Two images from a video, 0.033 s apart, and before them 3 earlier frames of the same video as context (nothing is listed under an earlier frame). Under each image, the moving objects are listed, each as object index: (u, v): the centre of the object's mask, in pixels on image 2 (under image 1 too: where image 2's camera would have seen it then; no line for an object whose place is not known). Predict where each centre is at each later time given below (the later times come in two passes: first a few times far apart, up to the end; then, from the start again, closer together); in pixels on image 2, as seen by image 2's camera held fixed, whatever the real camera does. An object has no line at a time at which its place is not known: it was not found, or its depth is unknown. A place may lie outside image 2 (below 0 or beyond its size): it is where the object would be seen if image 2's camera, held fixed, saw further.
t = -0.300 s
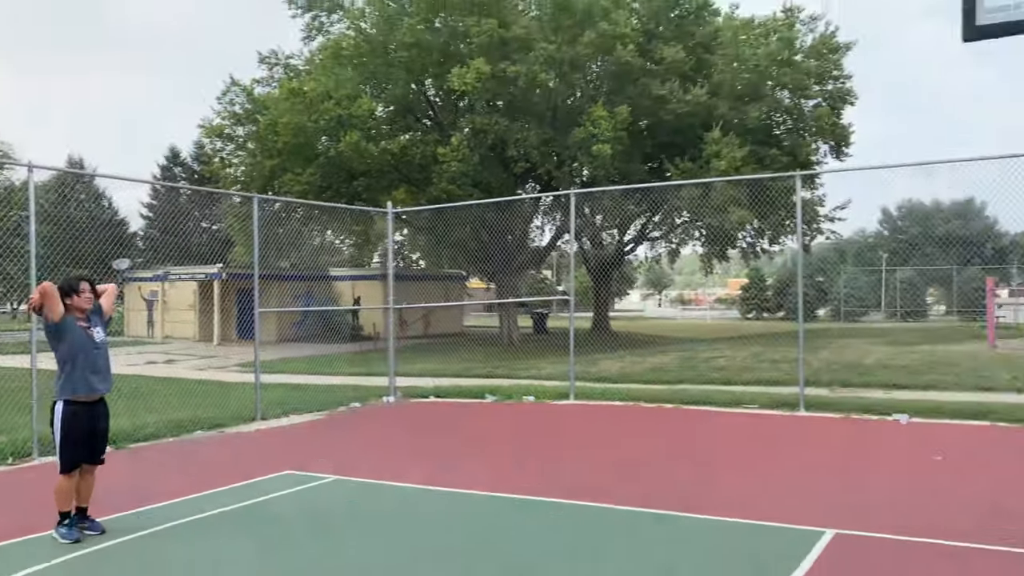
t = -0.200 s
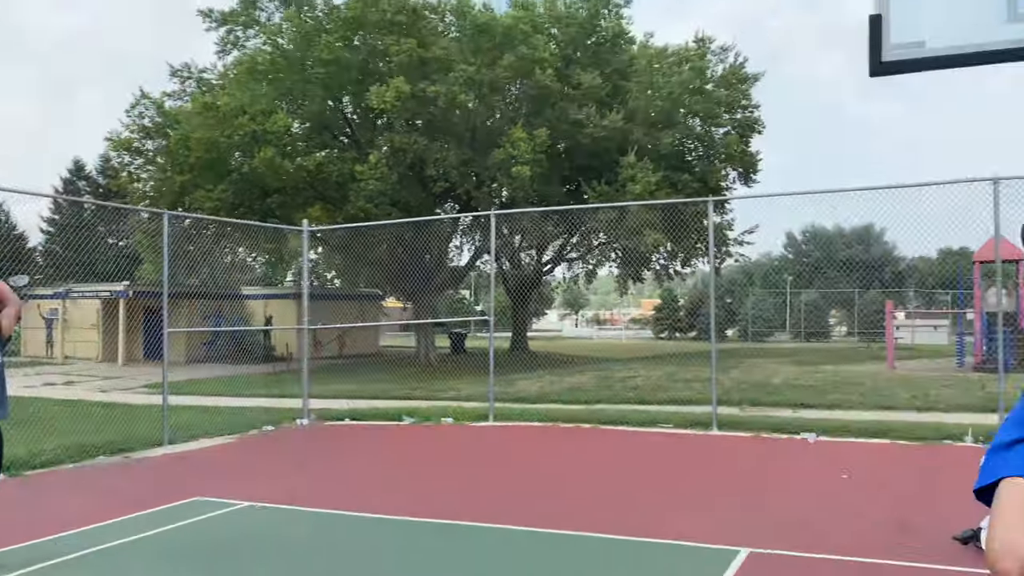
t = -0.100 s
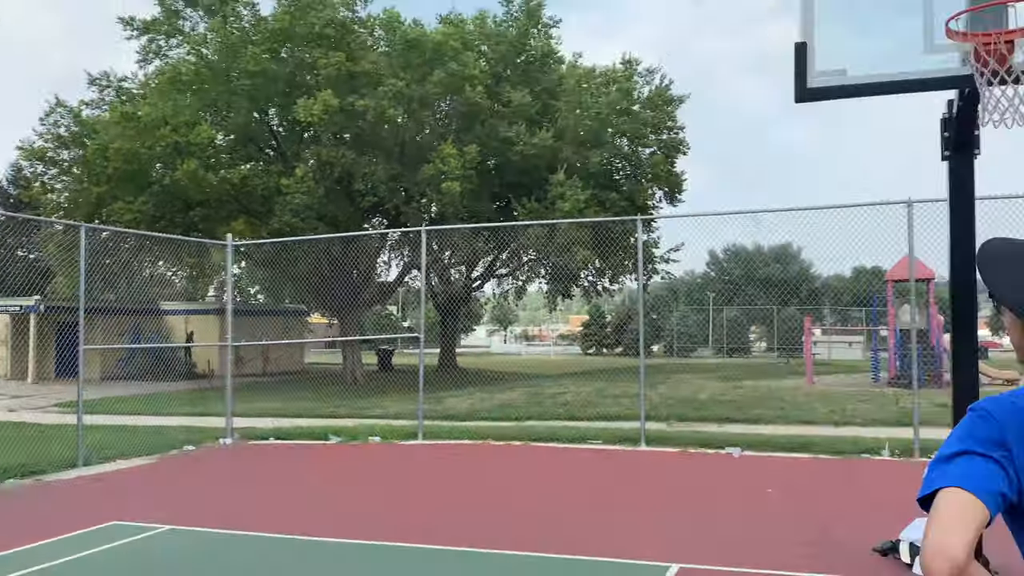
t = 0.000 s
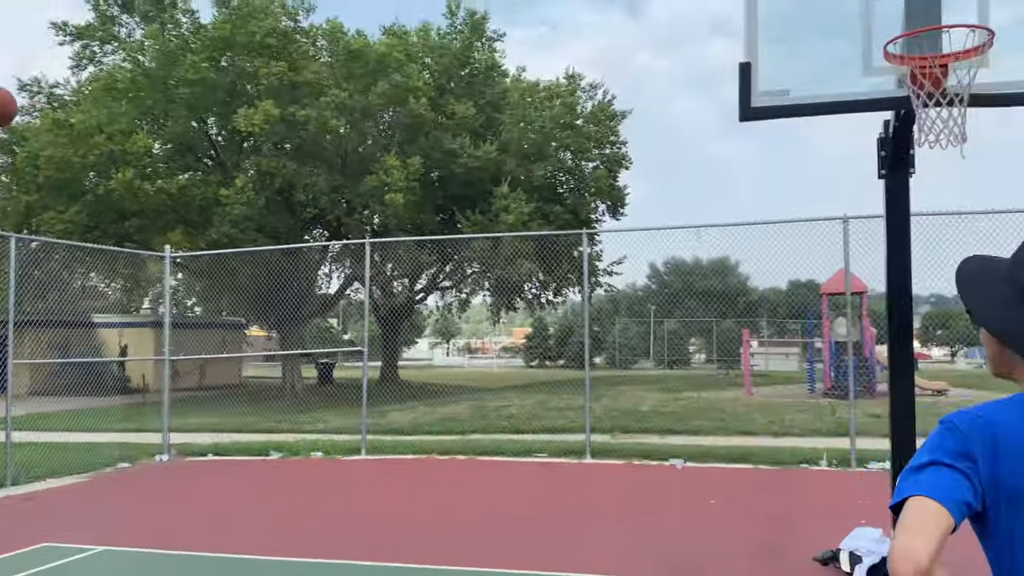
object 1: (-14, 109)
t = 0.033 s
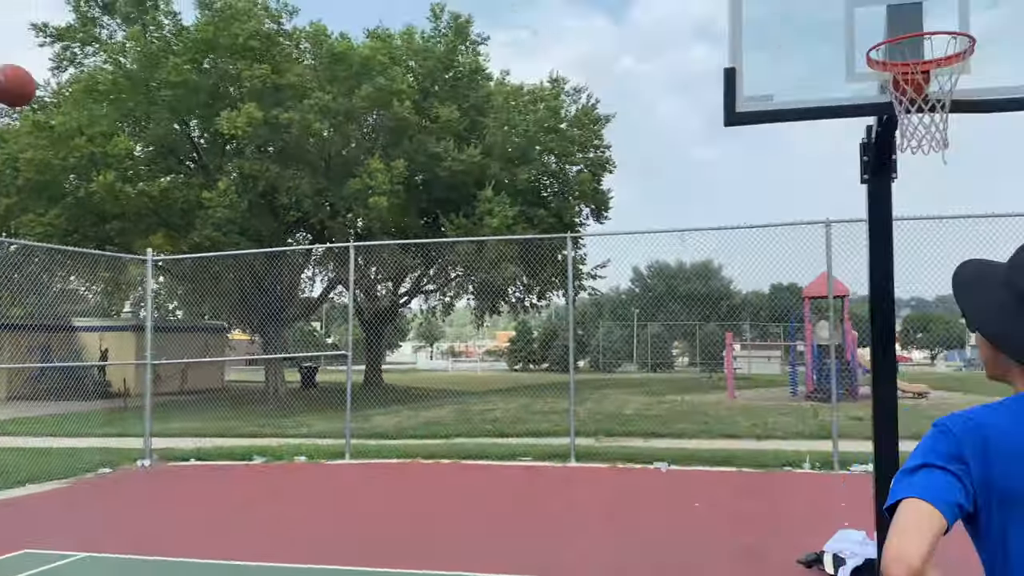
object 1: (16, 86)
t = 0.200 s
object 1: (205, 4)
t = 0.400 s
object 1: (434, -31)
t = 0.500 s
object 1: (551, -37)
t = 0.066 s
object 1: (51, 65)
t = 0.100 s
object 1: (89, 47)
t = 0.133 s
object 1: (129, 30)
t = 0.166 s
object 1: (167, 16)
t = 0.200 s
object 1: (205, 4)
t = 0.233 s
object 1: (243, -3)
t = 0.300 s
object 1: (319, -16)
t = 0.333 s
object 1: (358, -22)
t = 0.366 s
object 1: (397, -27)
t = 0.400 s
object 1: (434, -31)
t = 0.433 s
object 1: (473, -35)
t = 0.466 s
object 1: (512, -37)
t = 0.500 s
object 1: (551, -37)
